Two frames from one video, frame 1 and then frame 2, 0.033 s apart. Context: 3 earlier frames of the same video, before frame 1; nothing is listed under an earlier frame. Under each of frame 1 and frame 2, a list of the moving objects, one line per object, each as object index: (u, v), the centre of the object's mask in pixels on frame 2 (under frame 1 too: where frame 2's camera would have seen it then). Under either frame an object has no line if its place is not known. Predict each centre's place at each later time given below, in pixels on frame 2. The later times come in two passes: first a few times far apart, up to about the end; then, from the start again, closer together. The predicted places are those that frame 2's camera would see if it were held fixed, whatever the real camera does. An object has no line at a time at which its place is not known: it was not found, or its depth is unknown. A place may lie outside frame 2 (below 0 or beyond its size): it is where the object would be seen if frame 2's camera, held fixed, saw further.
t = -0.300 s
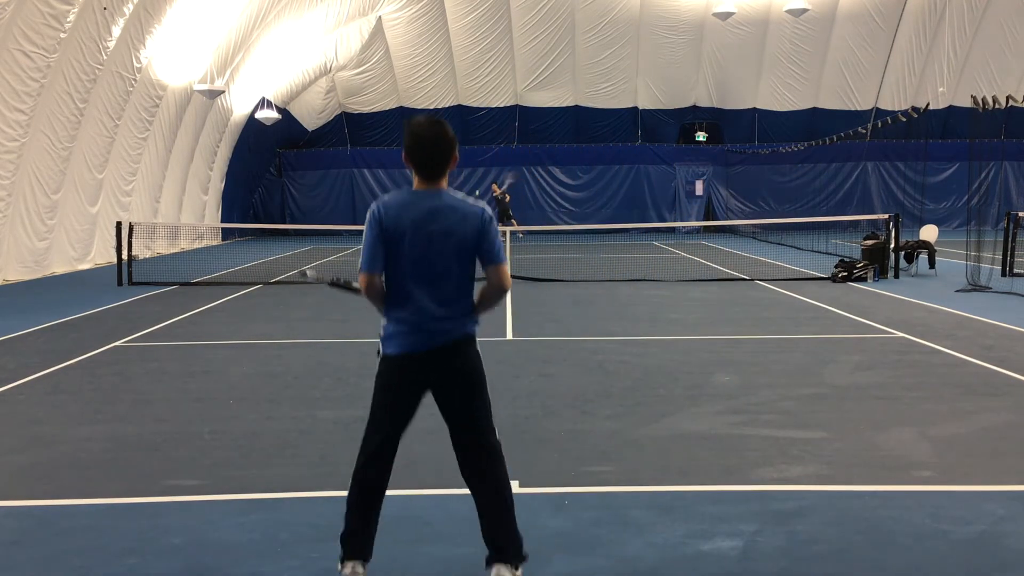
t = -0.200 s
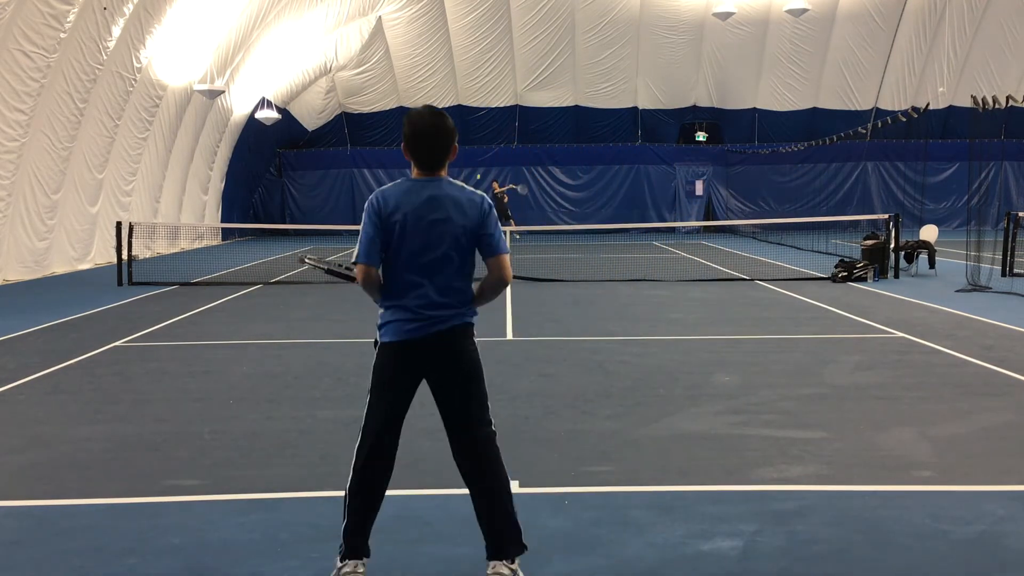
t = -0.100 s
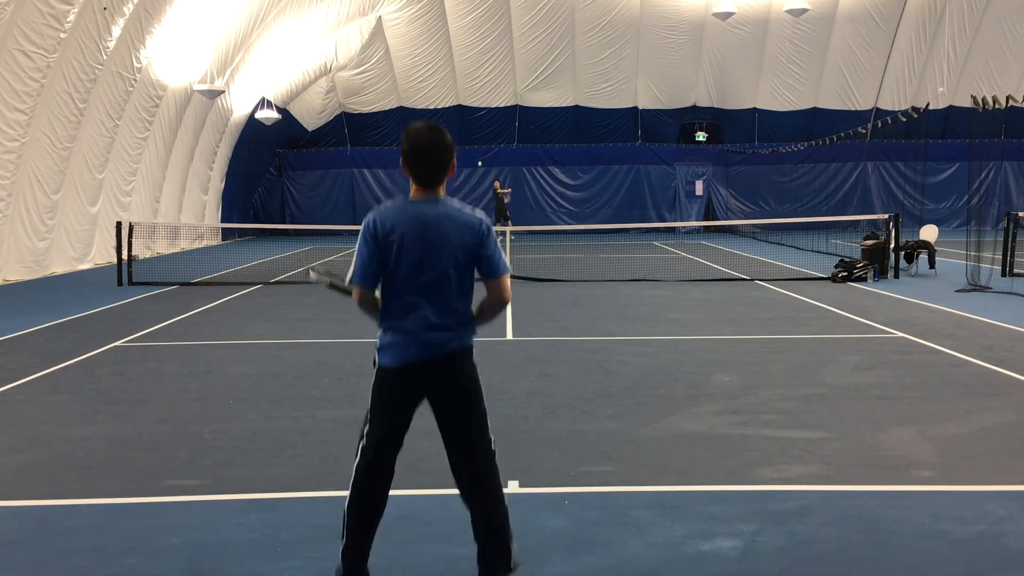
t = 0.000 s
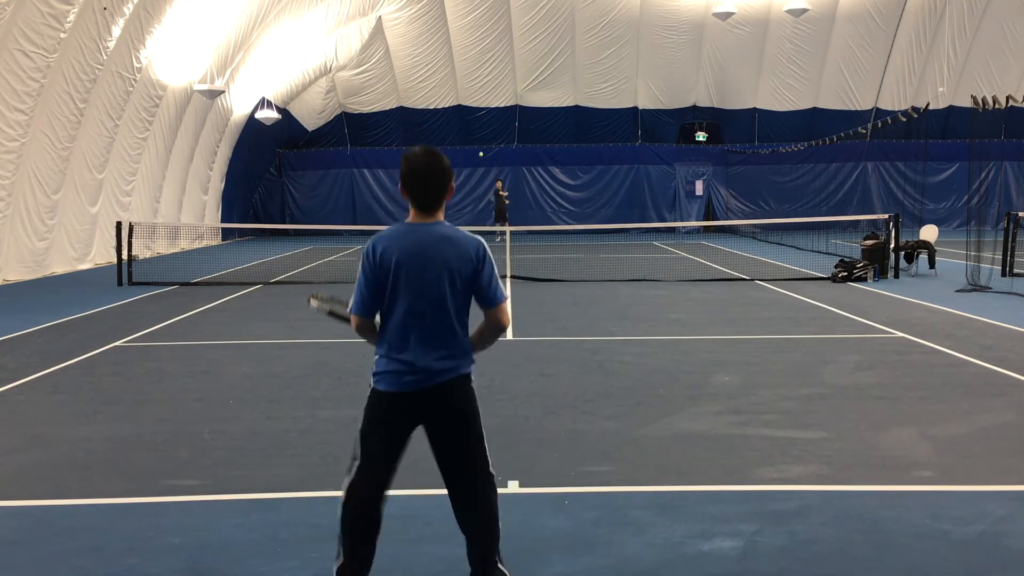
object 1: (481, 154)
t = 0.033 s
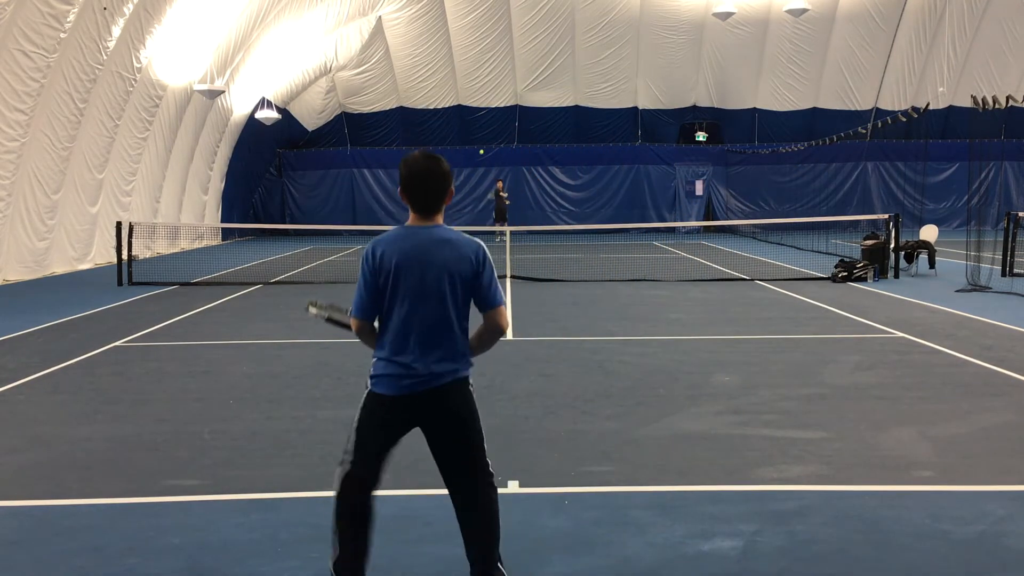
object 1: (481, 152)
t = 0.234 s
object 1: (485, 152)
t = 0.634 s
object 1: (494, 295)
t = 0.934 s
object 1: (515, 300)
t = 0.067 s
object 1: (482, 150)
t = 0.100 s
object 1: (482, 149)
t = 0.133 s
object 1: (483, 149)
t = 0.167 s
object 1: (483, 149)
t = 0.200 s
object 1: (484, 150)
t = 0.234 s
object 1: (485, 152)
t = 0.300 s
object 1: (486, 159)
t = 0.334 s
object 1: (487, 165)
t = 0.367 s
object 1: (487, 171)
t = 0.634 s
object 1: (494, 295)
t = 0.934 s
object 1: (515, 300)
